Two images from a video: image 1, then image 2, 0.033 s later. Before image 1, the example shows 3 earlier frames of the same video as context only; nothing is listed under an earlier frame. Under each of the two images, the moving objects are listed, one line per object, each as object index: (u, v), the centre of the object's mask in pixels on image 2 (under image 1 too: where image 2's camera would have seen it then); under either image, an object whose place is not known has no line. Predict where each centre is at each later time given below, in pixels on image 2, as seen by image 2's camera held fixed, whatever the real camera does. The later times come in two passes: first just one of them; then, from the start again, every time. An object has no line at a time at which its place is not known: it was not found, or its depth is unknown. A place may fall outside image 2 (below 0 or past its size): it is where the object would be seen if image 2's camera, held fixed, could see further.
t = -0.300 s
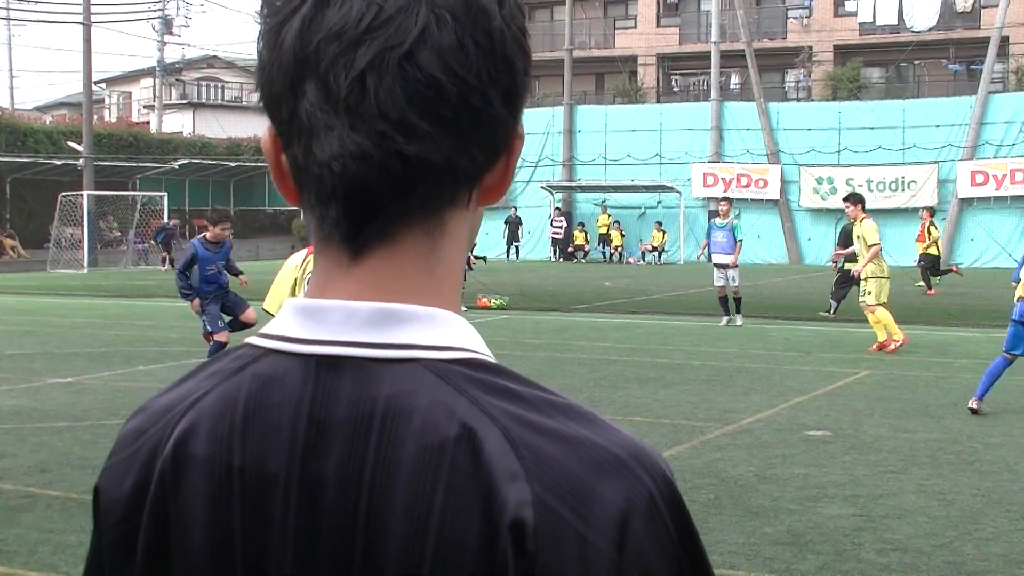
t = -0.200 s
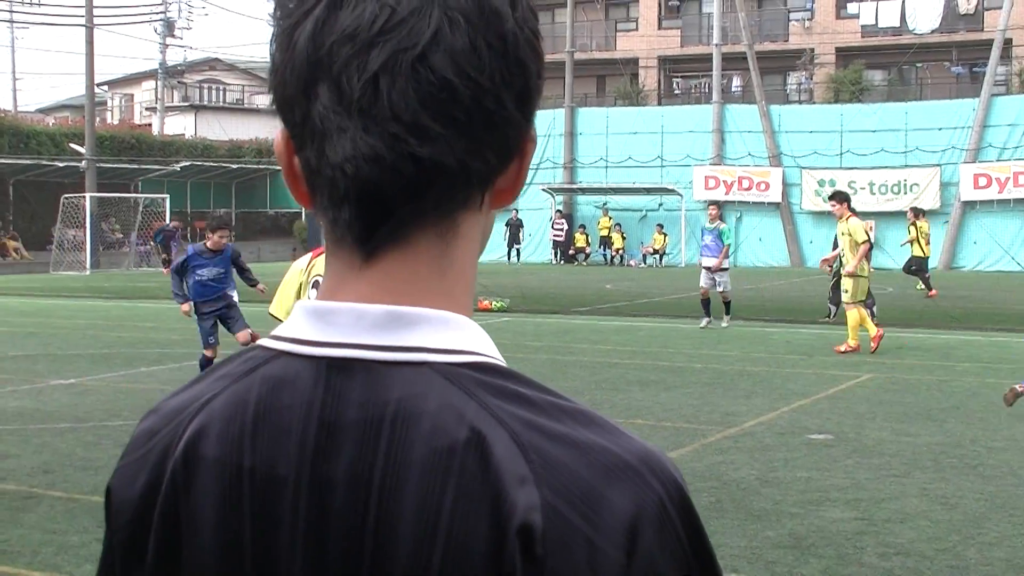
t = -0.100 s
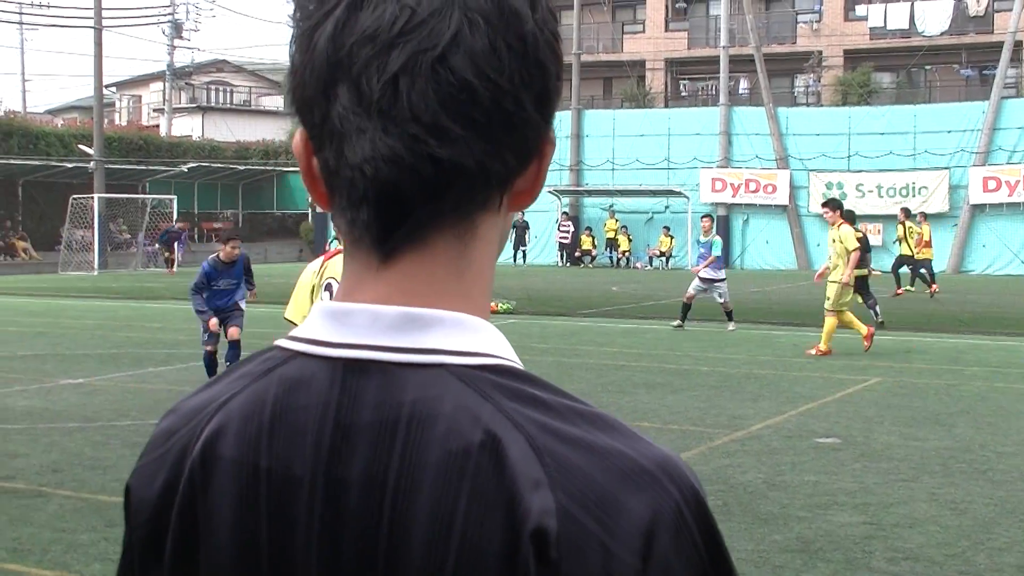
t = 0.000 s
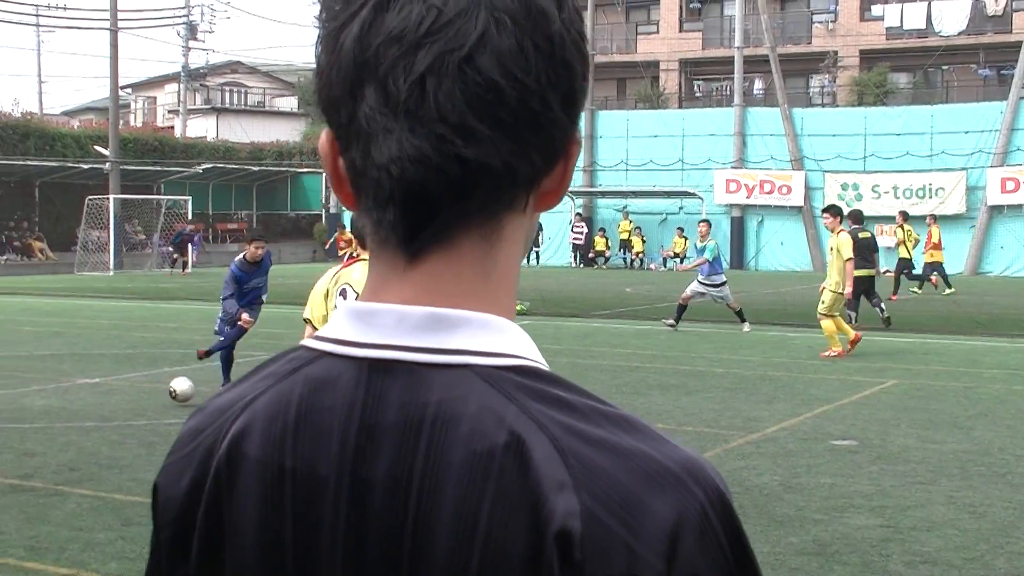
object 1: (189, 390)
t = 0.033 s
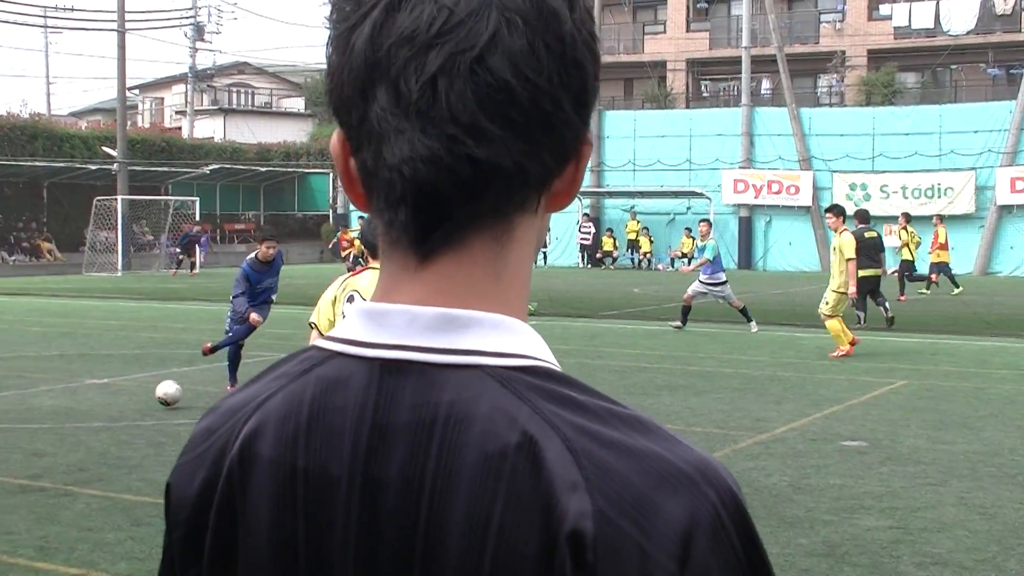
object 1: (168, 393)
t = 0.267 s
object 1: (26, 413)
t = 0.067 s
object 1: (147, 397)
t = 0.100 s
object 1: (126, 401)
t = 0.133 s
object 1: (106, 404)
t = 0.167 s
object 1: (85, 406)
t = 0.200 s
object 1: (65, 408)
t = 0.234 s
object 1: (45, 411)
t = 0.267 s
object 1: (26, 413)
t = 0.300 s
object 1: (6, 415)
